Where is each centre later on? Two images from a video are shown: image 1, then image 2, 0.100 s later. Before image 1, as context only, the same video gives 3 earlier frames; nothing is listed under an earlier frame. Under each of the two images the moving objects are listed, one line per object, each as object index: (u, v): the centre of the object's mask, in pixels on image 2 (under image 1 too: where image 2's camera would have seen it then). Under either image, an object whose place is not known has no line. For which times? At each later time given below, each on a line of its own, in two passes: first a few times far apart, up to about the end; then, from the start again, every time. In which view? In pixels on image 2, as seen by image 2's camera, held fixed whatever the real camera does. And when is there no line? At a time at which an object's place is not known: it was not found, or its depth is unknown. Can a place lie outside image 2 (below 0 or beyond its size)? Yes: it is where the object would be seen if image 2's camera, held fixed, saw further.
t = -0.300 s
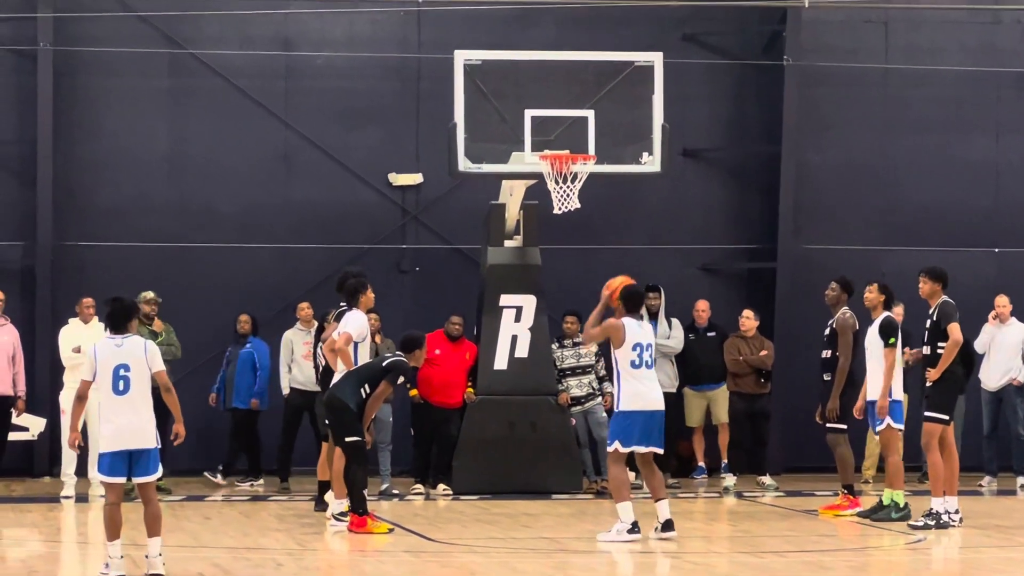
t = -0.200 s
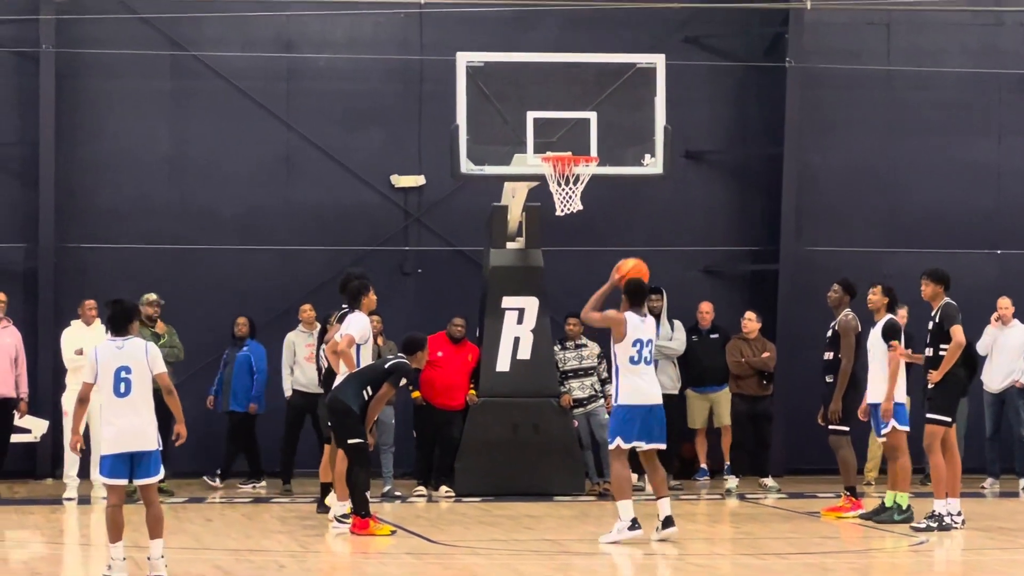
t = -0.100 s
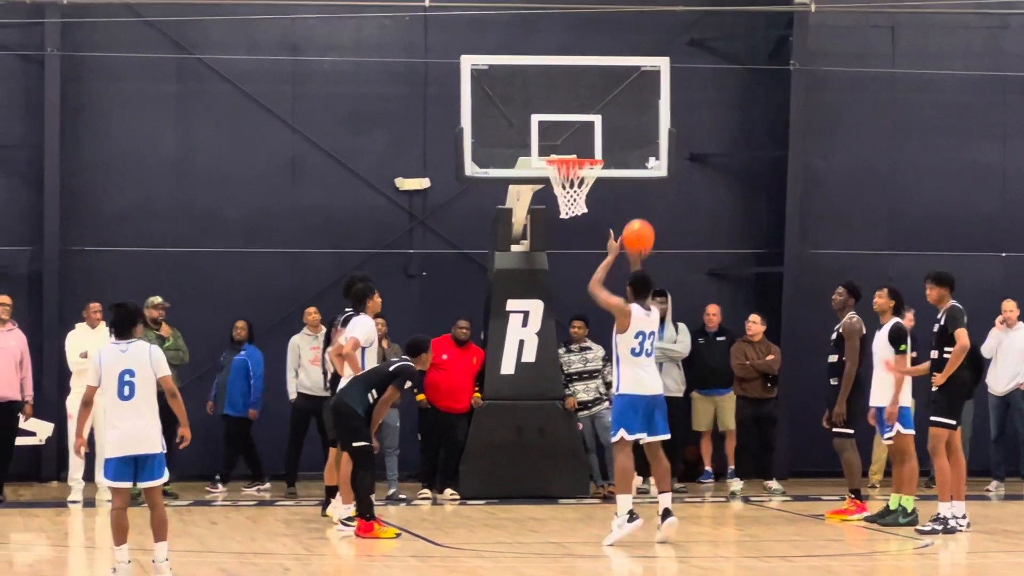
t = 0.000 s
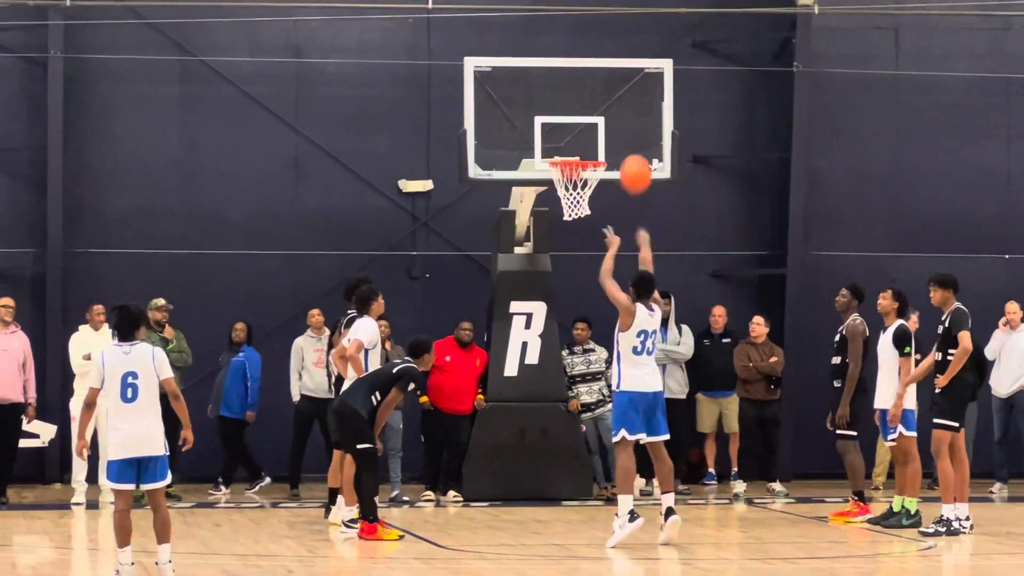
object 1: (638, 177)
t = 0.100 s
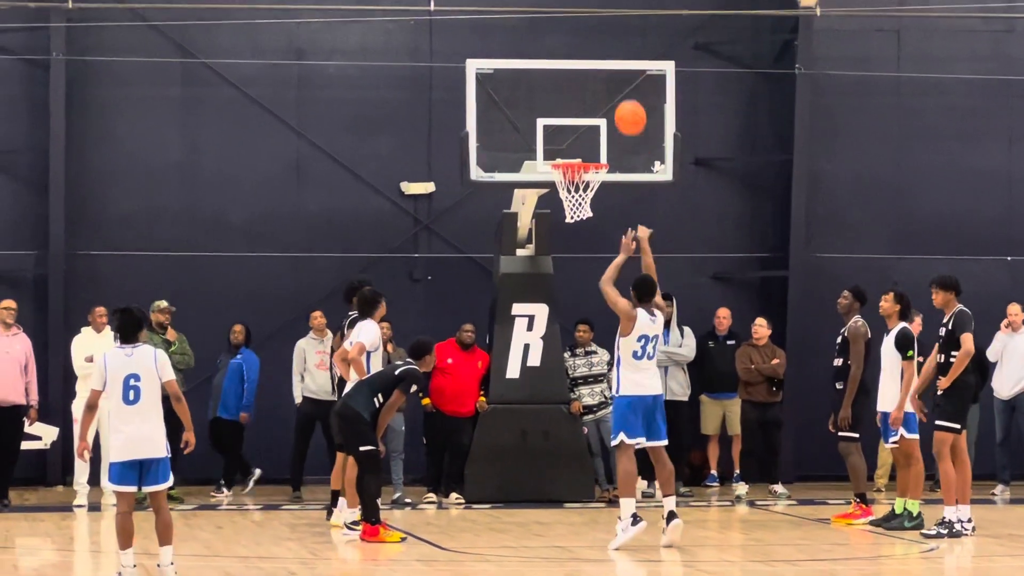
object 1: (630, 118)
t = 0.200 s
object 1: (624, 74)
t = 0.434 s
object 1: (606, 22)
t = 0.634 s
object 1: (595, 40)
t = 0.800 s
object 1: (587, 90)
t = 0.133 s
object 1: (628, 102)
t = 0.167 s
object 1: (626, 87)
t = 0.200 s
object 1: (624, 74)
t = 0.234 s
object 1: (621, 62)
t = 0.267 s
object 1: (619, 52)
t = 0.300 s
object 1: (617, 44)
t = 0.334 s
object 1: (614, 37)
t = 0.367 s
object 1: (613, 31)
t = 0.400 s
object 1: (610, 27)
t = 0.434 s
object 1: (606, 22)
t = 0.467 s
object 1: (604, 22)
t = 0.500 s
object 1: (602, 23)
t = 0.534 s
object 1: (600, 25)
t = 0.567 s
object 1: (598, 29)
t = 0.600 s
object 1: (597, 33)
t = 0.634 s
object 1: (595, 40)
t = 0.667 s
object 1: (594, 47)
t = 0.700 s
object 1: (592, 55)
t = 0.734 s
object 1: (590, 65)
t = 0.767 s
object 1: (589, 79)
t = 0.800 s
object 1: (587, 90)
